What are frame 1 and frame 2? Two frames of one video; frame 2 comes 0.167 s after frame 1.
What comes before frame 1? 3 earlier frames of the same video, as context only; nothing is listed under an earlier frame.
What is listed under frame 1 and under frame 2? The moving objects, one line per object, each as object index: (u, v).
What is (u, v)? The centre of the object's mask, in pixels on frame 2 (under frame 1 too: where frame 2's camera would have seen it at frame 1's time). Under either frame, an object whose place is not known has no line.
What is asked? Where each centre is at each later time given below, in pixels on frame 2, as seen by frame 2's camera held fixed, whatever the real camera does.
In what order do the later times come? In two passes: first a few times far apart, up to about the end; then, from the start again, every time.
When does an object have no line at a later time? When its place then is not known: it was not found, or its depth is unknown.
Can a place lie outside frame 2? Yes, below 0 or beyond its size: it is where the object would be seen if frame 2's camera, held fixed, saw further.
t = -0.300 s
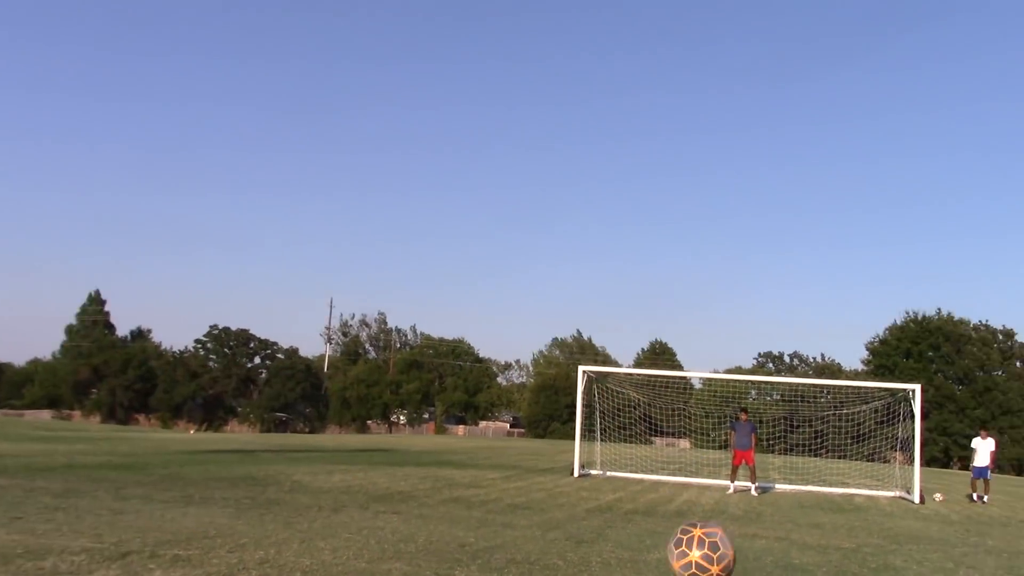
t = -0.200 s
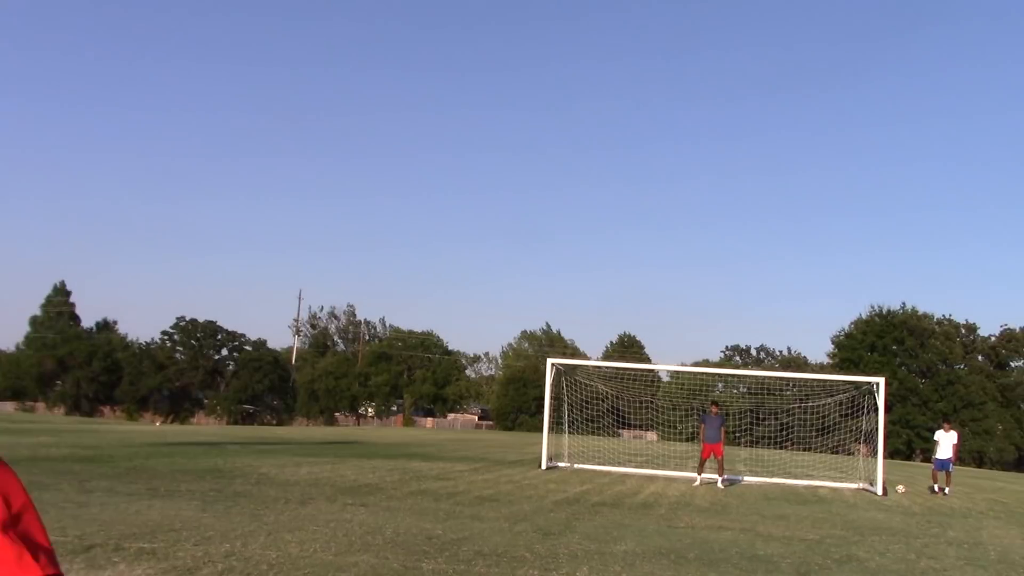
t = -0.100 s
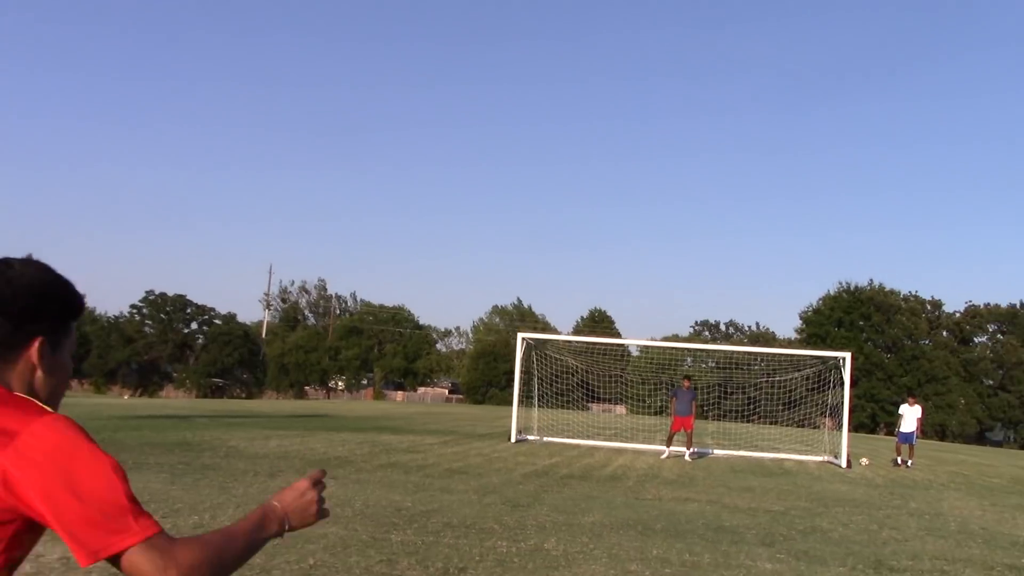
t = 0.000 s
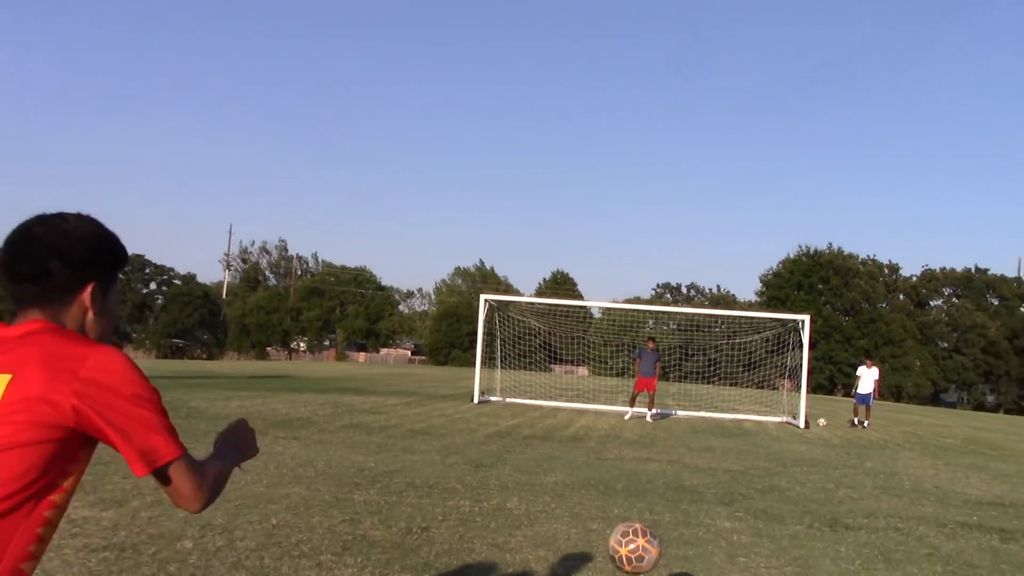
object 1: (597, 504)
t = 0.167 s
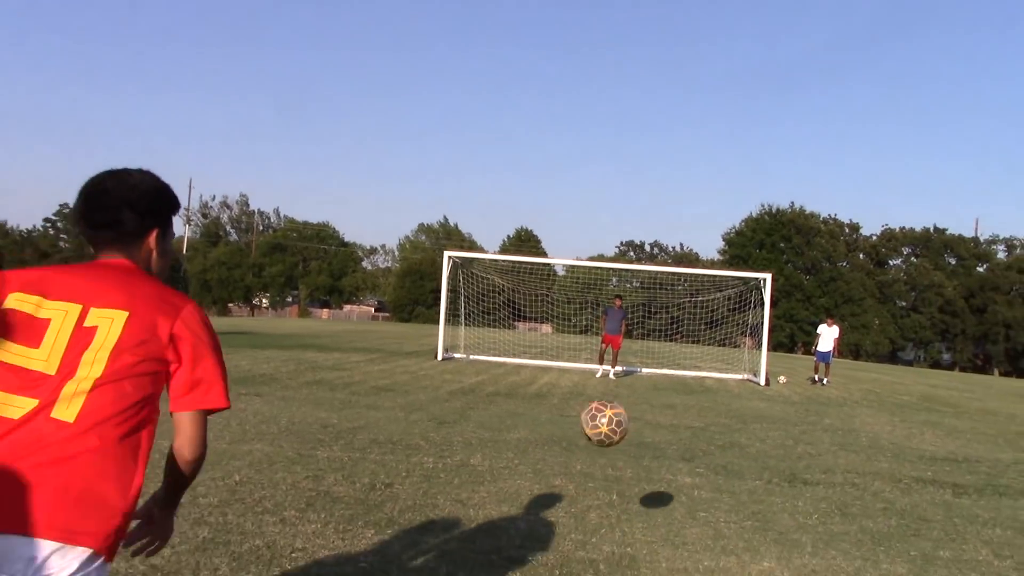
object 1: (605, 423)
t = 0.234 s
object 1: (605, 409)
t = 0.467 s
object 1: (606, 436)
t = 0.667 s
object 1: (603, 520)
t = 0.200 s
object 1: (605, 415)
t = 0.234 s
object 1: (605, 409)
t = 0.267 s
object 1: (607, 407)
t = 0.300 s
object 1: (607, 406)
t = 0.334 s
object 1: (607, 408)
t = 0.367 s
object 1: (607, 413)
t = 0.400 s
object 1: (607, 418)
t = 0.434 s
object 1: (606, 426)
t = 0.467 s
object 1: (606, 436)
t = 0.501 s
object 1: (606, 447)
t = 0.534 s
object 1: (605, 460)
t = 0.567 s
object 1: (605, 475)
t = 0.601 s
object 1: (604, 492)
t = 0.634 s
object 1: (603, 512)
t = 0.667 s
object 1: (603, 520)
